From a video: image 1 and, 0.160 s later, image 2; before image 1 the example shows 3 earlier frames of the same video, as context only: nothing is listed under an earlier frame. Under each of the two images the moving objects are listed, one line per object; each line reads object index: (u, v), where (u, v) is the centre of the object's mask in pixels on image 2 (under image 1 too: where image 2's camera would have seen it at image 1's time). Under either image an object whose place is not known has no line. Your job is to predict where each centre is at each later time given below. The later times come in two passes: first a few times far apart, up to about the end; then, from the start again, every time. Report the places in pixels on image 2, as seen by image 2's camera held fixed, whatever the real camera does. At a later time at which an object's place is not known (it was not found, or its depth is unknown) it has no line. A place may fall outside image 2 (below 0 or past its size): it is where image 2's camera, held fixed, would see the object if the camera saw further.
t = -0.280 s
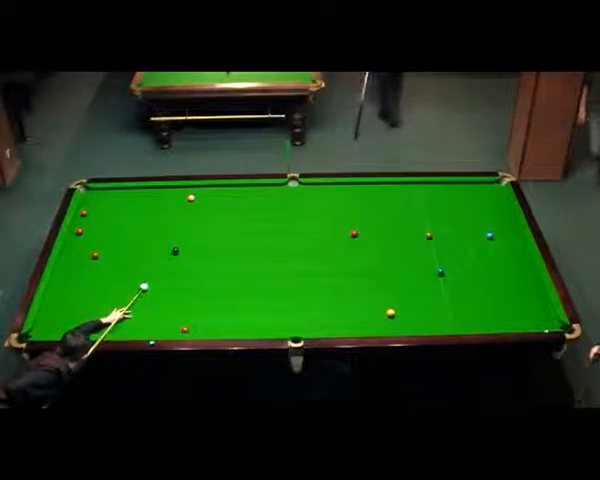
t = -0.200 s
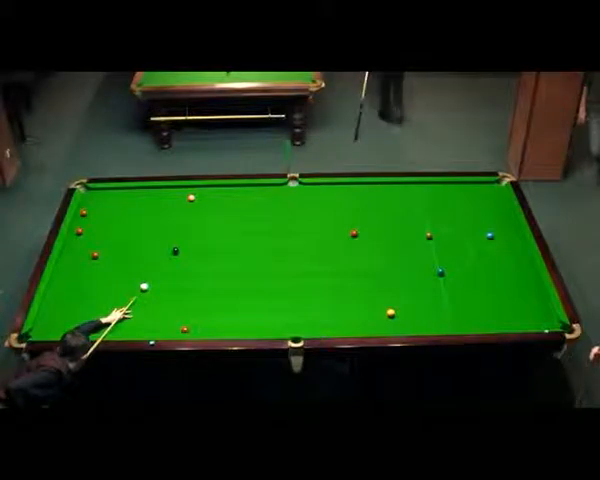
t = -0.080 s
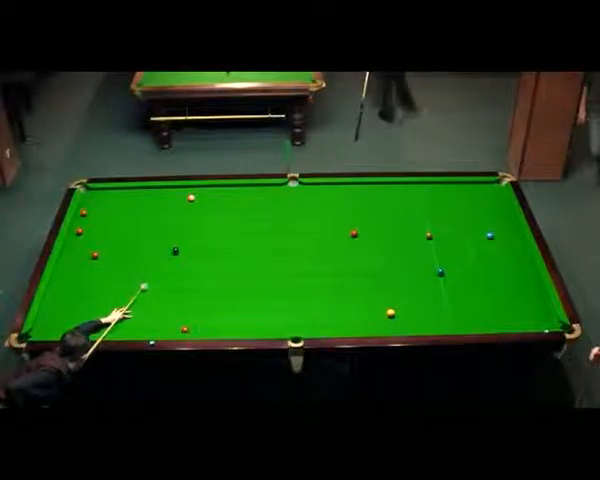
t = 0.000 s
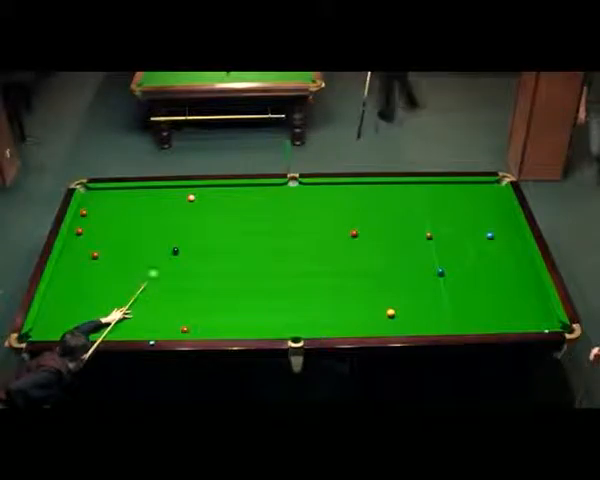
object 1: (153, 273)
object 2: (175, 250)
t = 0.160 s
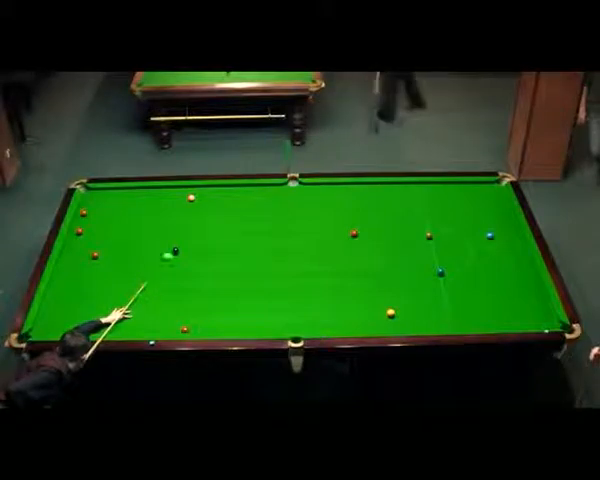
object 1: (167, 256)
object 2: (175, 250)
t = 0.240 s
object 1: (168, 251)
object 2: (181, 247)
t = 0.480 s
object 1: (165, 242)
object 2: (200, 235)
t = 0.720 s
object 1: (164, 232)
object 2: (213, 224)
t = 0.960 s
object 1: (162, 223)
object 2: (234, 215)
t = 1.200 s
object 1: (160, 215)
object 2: (246, 206)
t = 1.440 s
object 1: (158, 205)
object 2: (261, 196)
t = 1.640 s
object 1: (158, 201)
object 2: (272, 191)
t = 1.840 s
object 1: (156, 194)
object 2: (283, 188)
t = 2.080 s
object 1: (156, 188)
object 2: (293, 190)
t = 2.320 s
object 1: (154, 190)
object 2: (301, 193)
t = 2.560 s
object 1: (152, 194)
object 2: (312, 197)
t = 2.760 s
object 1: (150, 198)
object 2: (321, 201)
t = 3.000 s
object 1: (148, 200)
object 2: (327, 201)
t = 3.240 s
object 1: (147, 203)
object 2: (334, 206)
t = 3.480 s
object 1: (145, 205)
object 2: (342, 207)
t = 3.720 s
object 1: (144, 207)
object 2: (348, 208)
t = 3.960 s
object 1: (143, 209)
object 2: (353, 212)
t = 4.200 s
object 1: (143, 210)
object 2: (357, 213)
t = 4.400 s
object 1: (142, 211)
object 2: (361, 214)
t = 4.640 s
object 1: (141, 211)
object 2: (363, 215)
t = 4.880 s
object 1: (141, 212)
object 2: (371, 218)
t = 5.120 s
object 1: (141, 212)
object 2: (374, 219)
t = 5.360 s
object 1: (141, 212)
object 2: (376, 221)
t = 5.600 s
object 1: (141, 212)
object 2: (378, 221)
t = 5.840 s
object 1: (141, 212)
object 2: (379, 222)
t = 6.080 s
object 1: (141, 212)
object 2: (380, 223)
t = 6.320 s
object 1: (141, 212)
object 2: (380, 223)
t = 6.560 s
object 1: (141, 212)
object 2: (380, 223)
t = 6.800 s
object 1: (141, 212)
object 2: (380, 222)
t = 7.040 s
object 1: (141, 212)
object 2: (380, 222)
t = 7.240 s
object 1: (141, 212)
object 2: (380, 222)
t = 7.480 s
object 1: (141, 212)
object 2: (380, 222)
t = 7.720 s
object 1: (141, 212)
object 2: (380, 222)
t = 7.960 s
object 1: (141, 212)
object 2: (380, 222)
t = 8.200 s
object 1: (141, 212)
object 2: (380, 222)
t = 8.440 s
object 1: (141, 212)
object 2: (380, 222)
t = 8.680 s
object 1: (142, 212)
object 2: (381, 223)
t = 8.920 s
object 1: (142, 212)
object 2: (381, 222)
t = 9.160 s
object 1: (142, 212)
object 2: (381, 222)
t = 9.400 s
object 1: (142, 211)
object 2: (381, 222)
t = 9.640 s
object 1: (143, 211)
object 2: (382, 222)
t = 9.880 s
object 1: (143, 211)
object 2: (382, 222)
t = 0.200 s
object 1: (169, 253)
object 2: (177, 250)
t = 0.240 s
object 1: (168, 251)
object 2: (181, 247)
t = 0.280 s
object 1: (168, 250)
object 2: (183, 246)
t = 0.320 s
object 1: (167, 248)
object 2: (187, 243)
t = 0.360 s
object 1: (166, 247)
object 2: (192, 240)
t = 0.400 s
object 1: (166, 245)
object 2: (195, 238)
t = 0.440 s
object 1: (165, 243)
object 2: (197, 236)
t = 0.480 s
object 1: (165, 242)
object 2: (200, 235)
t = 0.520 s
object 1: (165, 240)
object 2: (200, 233)
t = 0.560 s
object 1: (164, 238)
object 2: (206, 231)
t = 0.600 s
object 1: (164, 237)
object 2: (207, 229)
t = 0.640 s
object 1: (164, 235)
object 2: (207, 228)
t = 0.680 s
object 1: (164, 233)
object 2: (213, 226)
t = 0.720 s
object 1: (164, 232)
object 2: (213, 224)
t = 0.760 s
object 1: (163, 230)
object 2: (216, 222)
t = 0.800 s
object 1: (163, 229)
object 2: (222, 220)
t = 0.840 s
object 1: (163, 227)
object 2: (225, 219)
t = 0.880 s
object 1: (162, 226)
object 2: (227, 218)
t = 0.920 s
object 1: (162, 224)
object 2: (230, 217)
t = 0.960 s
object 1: (162, 223)
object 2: (234, 215)
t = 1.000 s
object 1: (161, 221)
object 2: (235, 214)
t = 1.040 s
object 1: (161, 220)
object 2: (238, 211)
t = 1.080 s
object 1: (161, 218)
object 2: (240, 210)
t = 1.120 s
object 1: (161, 217)
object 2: (243, 210)
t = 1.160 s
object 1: (160, 216)
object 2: (246, 210)
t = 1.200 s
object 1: (160, 215)
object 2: (246, 206)
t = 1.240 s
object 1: (160, 215)
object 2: (250, 206)
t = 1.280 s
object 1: (159, 212)
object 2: (252, 206)
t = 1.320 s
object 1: (159, 211)
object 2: (253, 205)
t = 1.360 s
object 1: (159, 209)
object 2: (254, 204)
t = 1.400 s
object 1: (159, 208)
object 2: (259, 196)
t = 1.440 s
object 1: (158, 205)
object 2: (261, 196)
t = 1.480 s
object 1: (158, 205)
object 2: (262, 196)
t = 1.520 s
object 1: (158, 205)
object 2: (263, 196)
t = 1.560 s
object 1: (157, 205)
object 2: (267, 194)
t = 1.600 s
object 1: (158, 201)
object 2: (270, 192)
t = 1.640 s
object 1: (158, 201)
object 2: (272, 191)
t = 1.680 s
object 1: (158, 199)
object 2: (274, 189)
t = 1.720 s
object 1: (158, 198)
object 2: (277, 188)
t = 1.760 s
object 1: (157, 198)
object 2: (278, 187)
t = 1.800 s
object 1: (157, 195)
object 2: (277, 187)
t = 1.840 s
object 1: (156, 194)
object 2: (283, 188)
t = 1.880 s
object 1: (157, 194)
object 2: (284, 188)
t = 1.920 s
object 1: (157, 192)
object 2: (284, 188)
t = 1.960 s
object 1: (157, 192)
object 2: (285, 188)
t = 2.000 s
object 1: (156, 190)
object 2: (289, 189)
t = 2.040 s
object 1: (156, 189)
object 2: (290, 189)
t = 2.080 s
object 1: (156, 188)
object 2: (293, 190)
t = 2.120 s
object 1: (156, 188)
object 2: (293, 190)
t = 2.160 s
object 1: (156, 189)
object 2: (292, 190)
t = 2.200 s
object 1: (155, 189)
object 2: (299, 192)
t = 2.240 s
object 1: (155, 190)
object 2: (299, 192)
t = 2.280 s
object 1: (155, 190)
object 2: (301, 193)
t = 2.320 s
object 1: (154, 190)
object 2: (301, 193)
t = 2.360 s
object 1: (154, 191)
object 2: (304, 194)
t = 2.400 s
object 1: (153, 191)
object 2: (304, 194)
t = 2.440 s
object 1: (153, 192)
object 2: (305, 194)
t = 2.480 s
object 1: (153, 192)
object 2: (305, 194)
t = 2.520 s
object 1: (152, 193)
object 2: (308, 195)
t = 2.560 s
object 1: (152, 194)
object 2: (312, 197)
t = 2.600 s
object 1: (151, 196)
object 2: (314, 198)
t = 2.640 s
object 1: (151, 196)
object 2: (315, 199)
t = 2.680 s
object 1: (151, 196)
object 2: (316, 199)
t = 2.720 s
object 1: (150, 197)
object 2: (317, 199)
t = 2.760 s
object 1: (150, 198)
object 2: (321, 201)
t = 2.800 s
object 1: (150, 198)
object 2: (322, 201)
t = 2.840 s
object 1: (150, 198)
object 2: (322, 201)
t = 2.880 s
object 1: (149, 199)
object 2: (324, 201)
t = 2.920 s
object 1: (149, 199)
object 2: (325, 201)
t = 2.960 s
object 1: (149, 199)
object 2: (326, 201)
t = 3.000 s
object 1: (148, 200)
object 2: (327, 201)
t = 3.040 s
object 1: (148, 201)
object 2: (329, 201)
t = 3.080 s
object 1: (148, 201)
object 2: (332, 203)
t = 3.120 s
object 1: (147, 201)
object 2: (332, 203)
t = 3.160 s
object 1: (147, 201)
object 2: (332, 203)
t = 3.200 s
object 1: (147, 202)
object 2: (334, 206)
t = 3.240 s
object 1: (147, 203)
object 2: (334, 206)
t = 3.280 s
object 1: (147, 203)
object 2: (335, 206)
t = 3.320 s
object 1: (146, 204)
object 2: (337, 206)
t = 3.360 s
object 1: (146, 203)
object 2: (339, 207)
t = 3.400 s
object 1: (146, 205)
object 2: (339, 207)
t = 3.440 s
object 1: (146, 205)
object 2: (340, 207)
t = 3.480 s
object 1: (145, 205)
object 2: (342, 207)
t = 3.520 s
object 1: (145, 206)
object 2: (343, 208)
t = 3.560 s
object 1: (145, 206)
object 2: (344, 207)
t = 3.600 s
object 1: (145, 206)
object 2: (344, 207)
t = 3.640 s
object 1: (145, 206)
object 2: (346, 207)
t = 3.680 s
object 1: (144, 207)
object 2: (347, 208)
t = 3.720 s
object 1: (144, 207)
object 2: (348, 208)
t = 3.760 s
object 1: (143, 208)
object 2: (349, 208)
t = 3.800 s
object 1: (143, 208)
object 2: (351, 211)
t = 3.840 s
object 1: (143, 209)
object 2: (352, 211)
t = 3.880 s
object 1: (143, 209)
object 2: (352, 211)
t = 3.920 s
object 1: (143, 209)
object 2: (353, 212)
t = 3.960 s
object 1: (143, 209)
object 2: (353, 212)
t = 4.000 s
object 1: (143, 209)
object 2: (354, 212)
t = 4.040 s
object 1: (143, 209)
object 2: (355, 212)
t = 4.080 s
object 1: (143, 209)
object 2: (355, 212)
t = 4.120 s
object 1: (143, 209)
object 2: (356, 212)
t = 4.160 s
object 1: (143, 210)
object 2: (358, 213)
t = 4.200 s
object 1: (143, 210)
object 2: (357, 213)
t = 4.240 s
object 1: (142, 210)
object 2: (358, 214)
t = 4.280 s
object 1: (142, 211)
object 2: (362, 215)
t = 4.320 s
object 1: (142, 211)
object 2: (361, 215)
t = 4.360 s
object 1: (142, 211)
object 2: (361, 215)
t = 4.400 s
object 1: (142, 211)
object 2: (361, 214)
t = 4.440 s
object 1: (141, 211)
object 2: (361, 214)
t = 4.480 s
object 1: (141, 211)
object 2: (361, 214)
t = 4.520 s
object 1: (141, 212)
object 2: (362, 214)
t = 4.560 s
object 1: (141, 211)
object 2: (363, 215)
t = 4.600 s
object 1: (141, 211)
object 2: (362, 214)
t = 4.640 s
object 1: (141, 211)
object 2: (363, 215)
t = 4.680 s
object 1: (141, 212)
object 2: (363, 215)
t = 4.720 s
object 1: (141, 212)
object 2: (364, 215)
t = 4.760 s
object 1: (141, 212)
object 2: (364, 215)
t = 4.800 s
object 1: (141, 212)
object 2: (369, 218)
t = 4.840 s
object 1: (141, 212)
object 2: (370, 217)
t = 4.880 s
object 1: (141, 212)
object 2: (371, 218)
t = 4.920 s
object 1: (141, 212)
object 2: (371, 218)
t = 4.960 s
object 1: (141, 212)
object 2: (371, 218)
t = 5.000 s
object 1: (141, 212)
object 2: (372, 219)
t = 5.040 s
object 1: (141, 212)
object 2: (372, 219)
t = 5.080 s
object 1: (141, 212)
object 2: (374, 219)
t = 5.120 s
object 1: (141, 212)
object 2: (374, 219)
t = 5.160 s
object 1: (141, 212)
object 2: (374, 220)
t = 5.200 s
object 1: (141, 212)
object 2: (375, 220)
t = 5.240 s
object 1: (141, 212)
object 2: (375, 220)
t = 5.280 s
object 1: (141, 212)
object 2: (375, 220)
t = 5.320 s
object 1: (141, 212)
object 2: (375, 220)
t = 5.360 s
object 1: (141, 212)
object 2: (376, 221)
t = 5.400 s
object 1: (141, 212)
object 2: (376, 221)
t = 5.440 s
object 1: (141, 212)
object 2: (377, 221)
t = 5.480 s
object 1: (141, 212)
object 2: (377, 221)
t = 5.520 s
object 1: (141, 212)
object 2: (377, 221)
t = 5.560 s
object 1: (141, 212)
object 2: (377, 221)
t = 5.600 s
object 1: (141, 212)
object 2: (378, 221)
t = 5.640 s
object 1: (141, 212)
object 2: (378, 222)
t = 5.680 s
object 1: (141, 212)
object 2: (378, 221)
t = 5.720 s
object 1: (141, 212)
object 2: (379, 222)
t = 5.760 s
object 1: (141, 212)
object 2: (379, 222)
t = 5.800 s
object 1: (141, 212)
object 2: (379, 222)
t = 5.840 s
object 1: (141, 212)
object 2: (379, 222)
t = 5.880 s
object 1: (141, 212)
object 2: (379, 222)
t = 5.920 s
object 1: (141, 212)
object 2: (379, 222)
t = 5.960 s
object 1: (141, 212)
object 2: (379, 222)
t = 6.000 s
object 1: (141, 212)
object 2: (379, 222)
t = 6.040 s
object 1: (141, 212)
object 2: (379, 222)
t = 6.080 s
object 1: (141, 212)
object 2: (380, 223)
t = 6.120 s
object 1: (141, 212)
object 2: (380, 222)
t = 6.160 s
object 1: (141, 212)
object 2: (380, 223)
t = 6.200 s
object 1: (141, 212)
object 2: (380, 223)
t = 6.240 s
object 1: (141, 212)
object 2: (380, 223)
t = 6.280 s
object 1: (141, 212)
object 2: (380, 223)
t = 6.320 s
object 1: (141, 212)
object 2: (380, 223)
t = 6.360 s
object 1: (141, 212)
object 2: (380, 222)
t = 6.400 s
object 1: (141, 212)
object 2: (380, 222)
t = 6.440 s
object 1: (141, 212)
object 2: (380, 223)
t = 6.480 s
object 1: (141, 212)
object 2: (380, 223)
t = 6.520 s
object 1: (141, 212)
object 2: (380, 223)
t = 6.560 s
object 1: (141, 212)
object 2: (380, 223)
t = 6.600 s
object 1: (141, 212)
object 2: (380, 223)
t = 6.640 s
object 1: (141, 212)
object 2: (380, 223)
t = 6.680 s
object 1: (141, 212)
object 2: (380, 223)
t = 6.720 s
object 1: (141, 212)
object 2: (380, 222)
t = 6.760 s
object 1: (141, 212)
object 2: (380, 222)
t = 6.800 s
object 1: (141, 212)
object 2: (380, 222)
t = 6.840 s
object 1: (141, 212)
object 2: (380, 222)
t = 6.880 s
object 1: (141, 212)
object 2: (380, 222)
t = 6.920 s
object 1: (141, 212)
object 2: (380, 222)
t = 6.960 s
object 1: (141, 212)
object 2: (380, 222)
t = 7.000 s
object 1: (141, 212)
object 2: (380, 222)
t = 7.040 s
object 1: (141, 212)
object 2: (380, 222)
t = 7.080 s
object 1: (141, 212)
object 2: (380, 222)
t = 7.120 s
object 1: (141, 212)
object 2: (380, 222)
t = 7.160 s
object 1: (141, 212)
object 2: (380, 222)
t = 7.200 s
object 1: (141, 212)
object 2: (380, 222)
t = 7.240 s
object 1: (141, 212)
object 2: (380, 222)
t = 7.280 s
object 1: (141, 212)
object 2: (380, 222)
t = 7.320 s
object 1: (141, 212)
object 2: (380, 222)
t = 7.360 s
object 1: (141, 212)
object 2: (380, 222)
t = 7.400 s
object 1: (141, 212)
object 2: (380, 222)
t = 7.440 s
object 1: (141, 212)
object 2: (380, 222)
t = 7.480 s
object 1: (141, 212)
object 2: (380, 222)
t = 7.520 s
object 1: (141, 212)
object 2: (380, 222)
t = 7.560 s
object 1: (141, 212)
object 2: (380, 222)
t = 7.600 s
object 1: (141, 212)
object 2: (380, 222)
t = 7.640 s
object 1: (141, 212)
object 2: (380, 222)
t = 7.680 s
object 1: (141, 212)
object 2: (380, 222)
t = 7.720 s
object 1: (141, 212)
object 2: (380, 222)
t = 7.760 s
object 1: (141, 212)
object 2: (380, 222)
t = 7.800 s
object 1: (141, 212)
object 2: (380, 222)
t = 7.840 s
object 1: (141, 212)
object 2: (380, 222)
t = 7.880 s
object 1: (141, 212)
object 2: (380, 222)
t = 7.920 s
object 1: (141, 212)
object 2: (380, 222)
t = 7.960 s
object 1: (141, 212)
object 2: (380, 222)
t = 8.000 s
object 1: (141, 212)
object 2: (380, 222)
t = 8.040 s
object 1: (141, 212)
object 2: (380, 222)
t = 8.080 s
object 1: (141, 212)
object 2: (380, 222)
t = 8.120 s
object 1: (141, 212)
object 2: (380, 222)
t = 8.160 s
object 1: (141, 212)
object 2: (380, 222)
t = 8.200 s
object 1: (141, 212)
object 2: (380, 222)
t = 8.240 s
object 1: (141, 212)
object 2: (380, 222)
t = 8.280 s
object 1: (141, 212)
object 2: (380, 222)
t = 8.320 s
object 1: (141, 212)
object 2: (380, 222)
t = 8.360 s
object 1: (141, 212)
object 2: (380, 222)
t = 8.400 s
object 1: (141, 212)
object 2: (380, 222)
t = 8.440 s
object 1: (141, 212)
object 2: (380, 222)
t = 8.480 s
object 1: (141, 212)
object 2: (380, 222)
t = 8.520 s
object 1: (141, 212)
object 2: (380, 222)
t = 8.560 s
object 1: (141, 212)
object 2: (380, 222)
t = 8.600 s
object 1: (141, 212)
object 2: (380, 222)
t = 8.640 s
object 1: (142, 212)
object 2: (381, 222)
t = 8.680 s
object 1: (142, 212)
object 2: (381, 223)
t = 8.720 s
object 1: (142, 212)
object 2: (381, 223)
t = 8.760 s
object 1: (142, 212)
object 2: (381, 223)
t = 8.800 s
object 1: (142, 212)
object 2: (381, 222)
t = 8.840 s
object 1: (142, 212)
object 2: (381, 222)
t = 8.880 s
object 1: (142, 212)
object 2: (381, 222)
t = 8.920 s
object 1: (142, 212)
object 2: (381, 222)
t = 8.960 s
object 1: (142, 212)
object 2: (381, 223)
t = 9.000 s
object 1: (142, 212)
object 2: (381, 223)
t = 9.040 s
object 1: (142, 212)
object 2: (381, 222)
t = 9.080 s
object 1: (142, 212)
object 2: (381, 222)
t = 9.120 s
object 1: (142, 212)
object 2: (381, 222)
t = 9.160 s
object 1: (142, 212)
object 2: (381, 222)
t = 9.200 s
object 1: (142, 212)
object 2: (381, 222)
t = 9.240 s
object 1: (142, 211)
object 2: (381, 222)
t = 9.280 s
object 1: (143, 212)
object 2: (382, 222)
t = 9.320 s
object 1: (143, 212)
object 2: (382, 222)
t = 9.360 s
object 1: (142, 212)
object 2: (381, 222)
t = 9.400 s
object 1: (142, 211)
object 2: (381, 222)
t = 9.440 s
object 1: (142, 211)
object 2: (381, 222)
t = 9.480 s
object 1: (143, 211)
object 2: (382, 222)
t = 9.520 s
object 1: (143, 211)
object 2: (382, 222)
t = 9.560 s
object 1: (143, 212)
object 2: (382, 222)
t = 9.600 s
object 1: (143, 212)
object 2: (382, 222)
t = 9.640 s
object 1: (143, 211)
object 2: (382, 222)
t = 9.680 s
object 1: (143, 211)
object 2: (382, 222)
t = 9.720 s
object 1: (143, 211)
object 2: (382, 222)
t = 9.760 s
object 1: (143, 212)
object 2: (382, 222)
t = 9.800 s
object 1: (143, 212)
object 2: (382, 222)
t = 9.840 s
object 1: (143, 212)
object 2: (382, 222)
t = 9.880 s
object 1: (143, 211)
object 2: (382, 222)
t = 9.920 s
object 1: (141, 211)
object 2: (381, 221)
